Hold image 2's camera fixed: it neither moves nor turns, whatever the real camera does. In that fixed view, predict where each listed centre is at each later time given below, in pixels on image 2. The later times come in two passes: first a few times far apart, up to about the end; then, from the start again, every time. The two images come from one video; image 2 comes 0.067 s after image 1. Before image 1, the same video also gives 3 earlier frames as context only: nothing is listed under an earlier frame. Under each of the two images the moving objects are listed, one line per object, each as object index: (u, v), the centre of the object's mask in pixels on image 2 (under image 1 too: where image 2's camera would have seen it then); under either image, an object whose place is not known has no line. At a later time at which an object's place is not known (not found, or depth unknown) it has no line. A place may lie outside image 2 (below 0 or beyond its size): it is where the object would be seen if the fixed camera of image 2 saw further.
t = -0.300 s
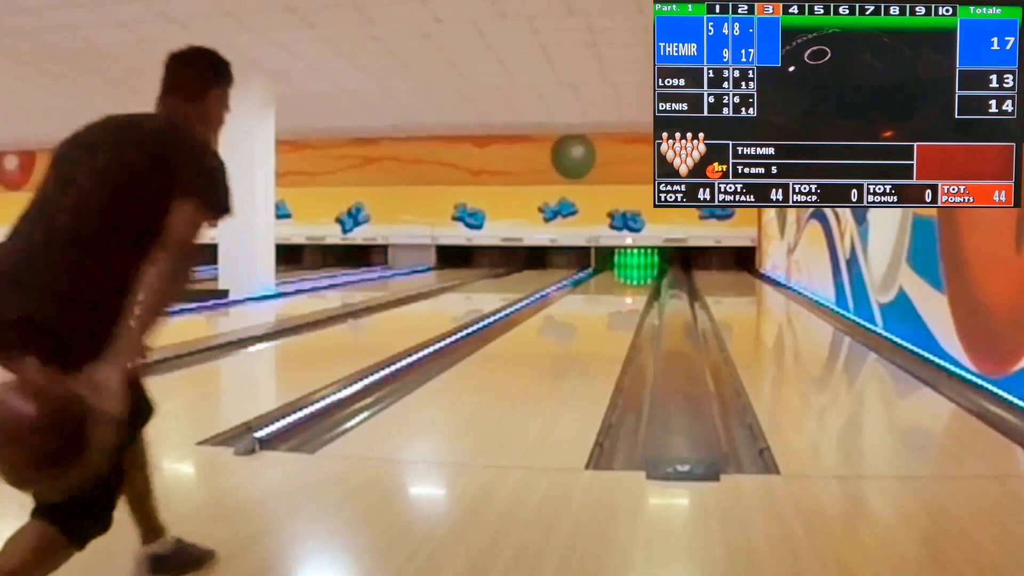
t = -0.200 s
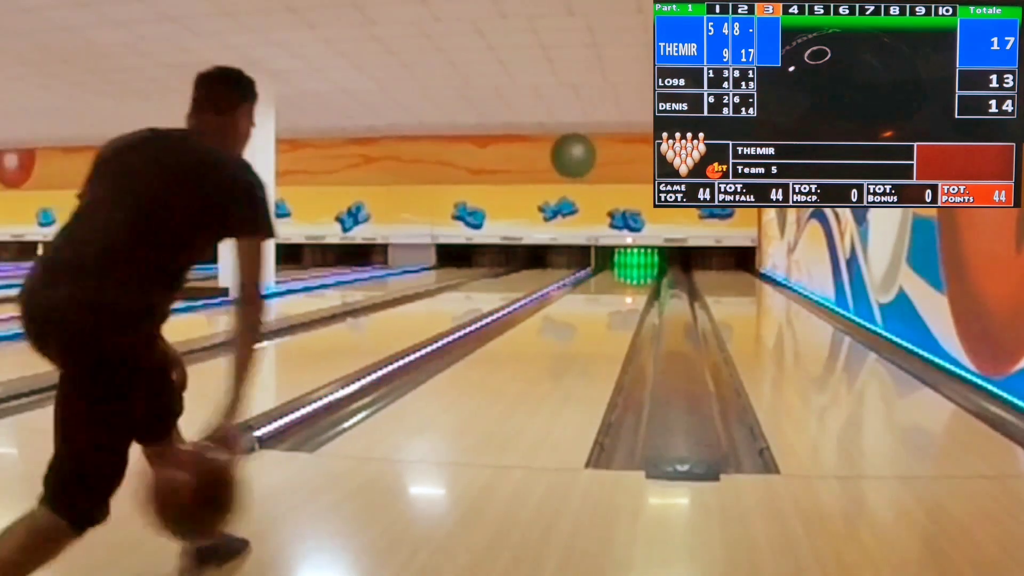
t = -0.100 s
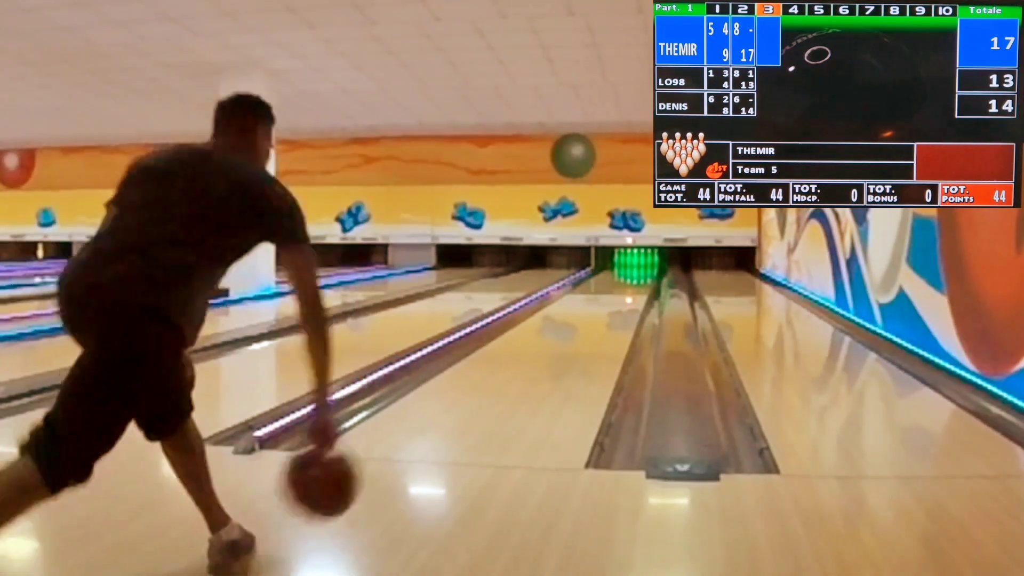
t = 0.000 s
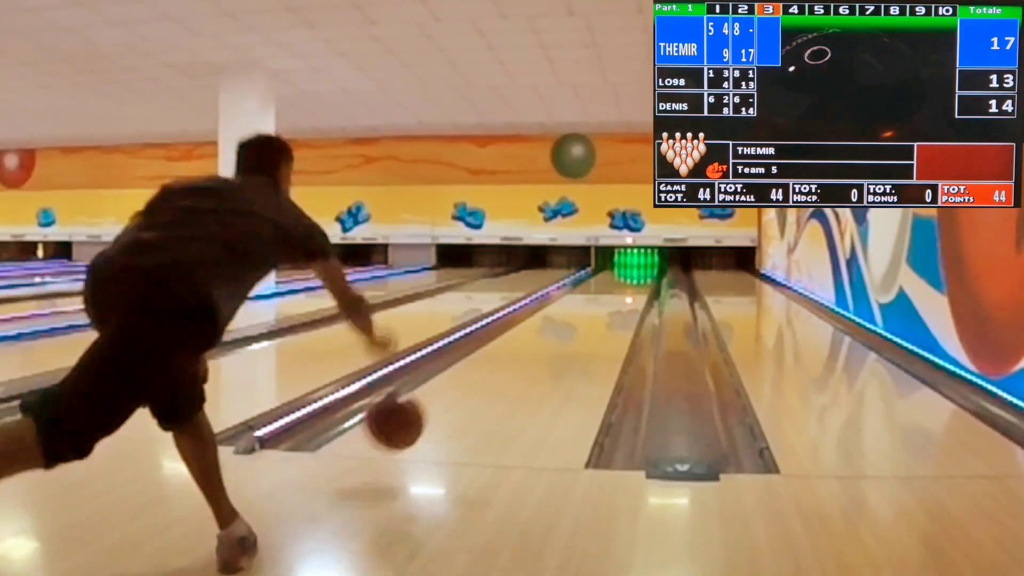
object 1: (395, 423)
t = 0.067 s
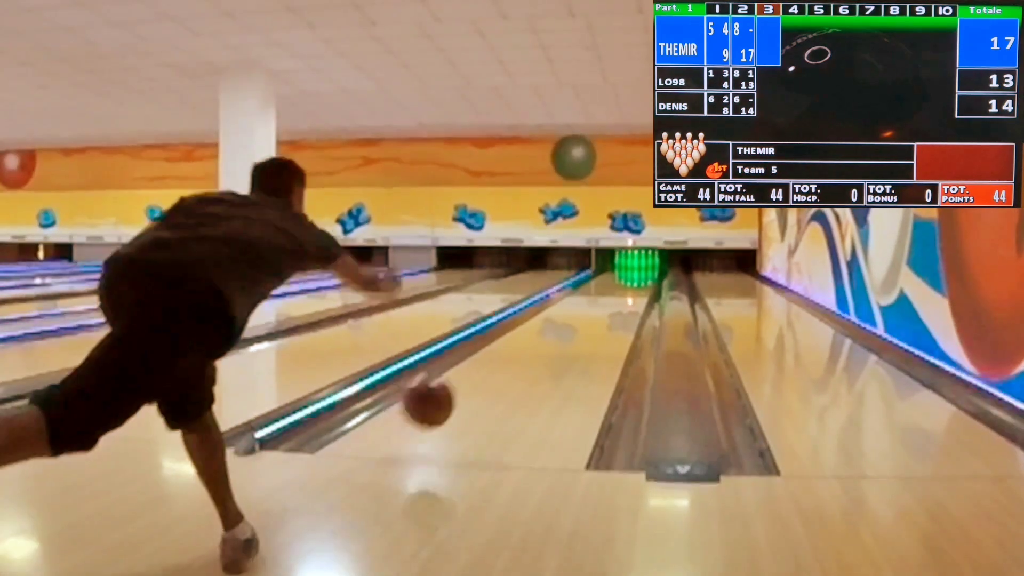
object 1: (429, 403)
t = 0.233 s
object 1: (483, 378)
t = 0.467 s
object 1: (527, 344)
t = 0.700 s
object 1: (553, 322)
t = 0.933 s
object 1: (570, 306)
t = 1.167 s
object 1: (583, 296)
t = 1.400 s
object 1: (592, 289)
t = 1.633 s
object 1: (599, 282)
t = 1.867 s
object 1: (604, 276)
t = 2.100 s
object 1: (608, 273)
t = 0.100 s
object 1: (441, 397)
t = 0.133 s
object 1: (453, 395)
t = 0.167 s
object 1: (464, 397)
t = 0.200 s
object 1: (474, 387)
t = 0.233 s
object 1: (483, 378)
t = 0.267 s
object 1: (491, 371)
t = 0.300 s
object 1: (498, 368)
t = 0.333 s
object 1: (505, 363)
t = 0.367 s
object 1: (511, 358)
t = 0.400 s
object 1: (517, 353)
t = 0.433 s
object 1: (522, 349)
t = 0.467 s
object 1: (527, 344)
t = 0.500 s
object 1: (531, 340)
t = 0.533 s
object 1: (536, 337)
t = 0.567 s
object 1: (540, 334)
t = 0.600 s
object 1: (543, 330)
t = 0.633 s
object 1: (547, 328)
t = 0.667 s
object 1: (550, 324)
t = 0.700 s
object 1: (553, 322)
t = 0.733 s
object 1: (556, 319)
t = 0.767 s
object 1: (559, 317)
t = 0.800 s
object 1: (561, 315)
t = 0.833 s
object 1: (564, 312)
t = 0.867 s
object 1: (566, 310)
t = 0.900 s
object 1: (568, 308)
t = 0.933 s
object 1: (570, 306)
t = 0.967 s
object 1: (572, 304)
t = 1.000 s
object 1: (574, 303)
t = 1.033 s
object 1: (576, 301)
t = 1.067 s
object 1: (578, 300)
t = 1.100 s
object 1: (579, 299)
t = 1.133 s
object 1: (581, 297)
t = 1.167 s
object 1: (583, 296)
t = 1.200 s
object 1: (584, 295)
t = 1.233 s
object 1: (586, 294)
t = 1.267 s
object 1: (587, 292)
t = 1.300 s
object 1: (588, 291)
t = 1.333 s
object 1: (589, 290)
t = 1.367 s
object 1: (591, 289)
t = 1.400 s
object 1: (592, 289)
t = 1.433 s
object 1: (593, 288)
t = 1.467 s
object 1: (594, 287)
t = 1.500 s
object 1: (595, 286)
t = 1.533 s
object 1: (596, 285)
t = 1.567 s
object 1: (597, 284)
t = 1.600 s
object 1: (599, 283)
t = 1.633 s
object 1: (599, 282)
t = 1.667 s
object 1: (600, 282)
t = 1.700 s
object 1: (601, 281)
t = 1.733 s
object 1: (601, 280)
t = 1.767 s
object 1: (602, 279)
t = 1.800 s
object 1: (603, 278)
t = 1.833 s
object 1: (604, 278)
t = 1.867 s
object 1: (604, 276)
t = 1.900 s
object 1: (604, 276)
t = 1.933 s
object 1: (606, 276)
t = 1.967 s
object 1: (606, 275)
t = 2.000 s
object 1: (607, 274)
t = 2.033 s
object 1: (607, 274)
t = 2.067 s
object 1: (607, 274)
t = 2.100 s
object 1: (608, 273)
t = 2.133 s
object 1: (609, 273)
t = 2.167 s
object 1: (610, 273)
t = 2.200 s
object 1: (610, 272)
